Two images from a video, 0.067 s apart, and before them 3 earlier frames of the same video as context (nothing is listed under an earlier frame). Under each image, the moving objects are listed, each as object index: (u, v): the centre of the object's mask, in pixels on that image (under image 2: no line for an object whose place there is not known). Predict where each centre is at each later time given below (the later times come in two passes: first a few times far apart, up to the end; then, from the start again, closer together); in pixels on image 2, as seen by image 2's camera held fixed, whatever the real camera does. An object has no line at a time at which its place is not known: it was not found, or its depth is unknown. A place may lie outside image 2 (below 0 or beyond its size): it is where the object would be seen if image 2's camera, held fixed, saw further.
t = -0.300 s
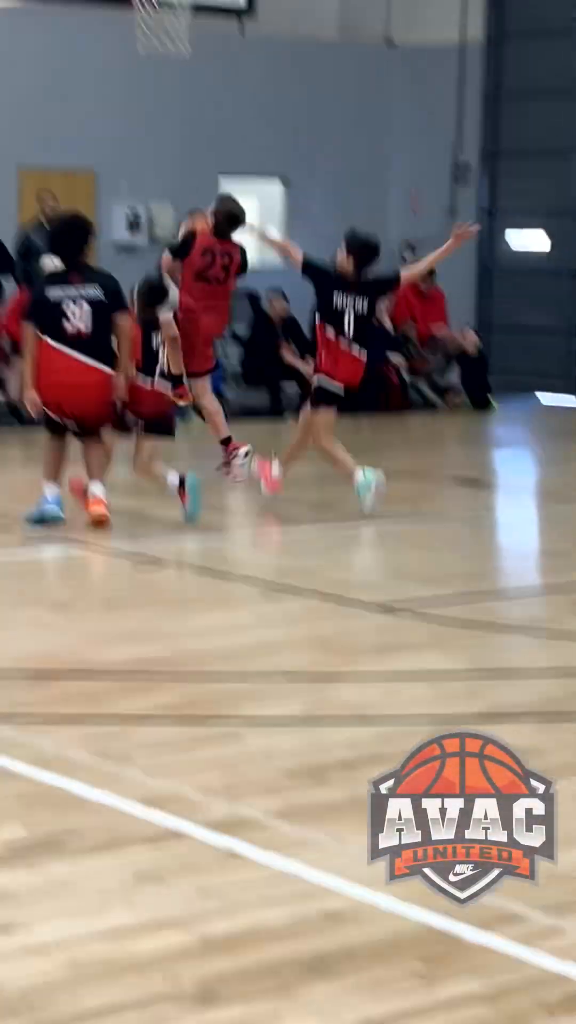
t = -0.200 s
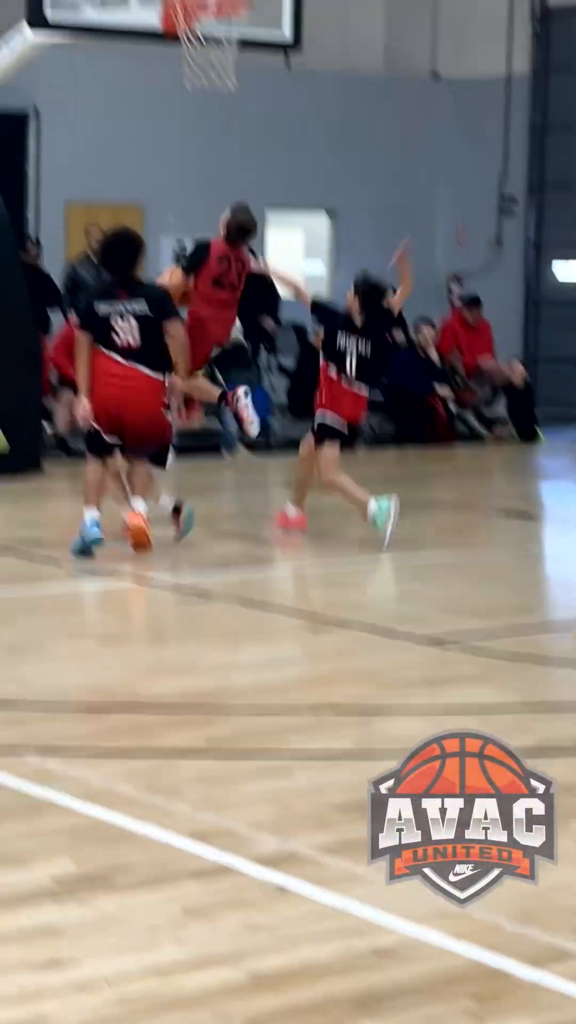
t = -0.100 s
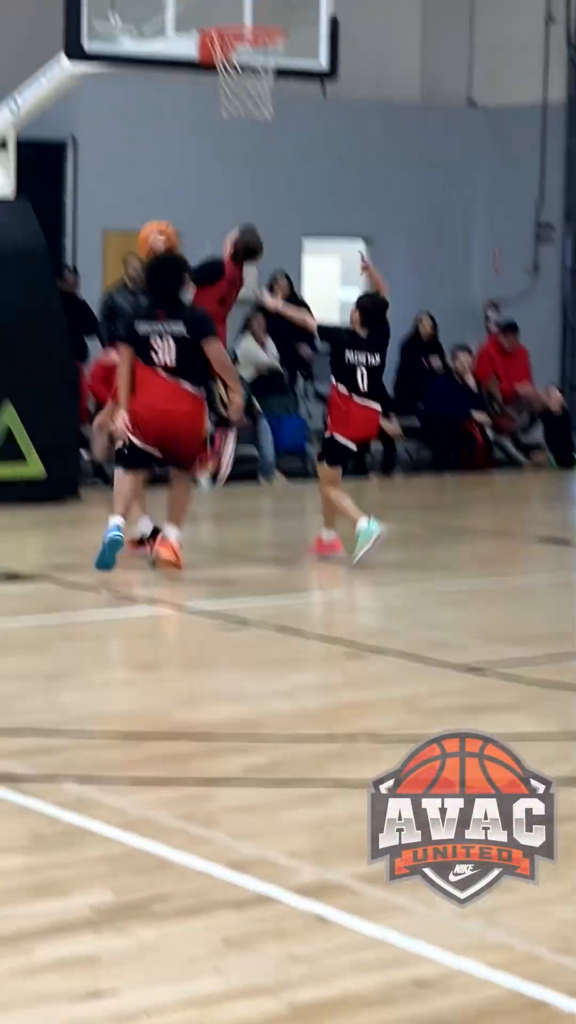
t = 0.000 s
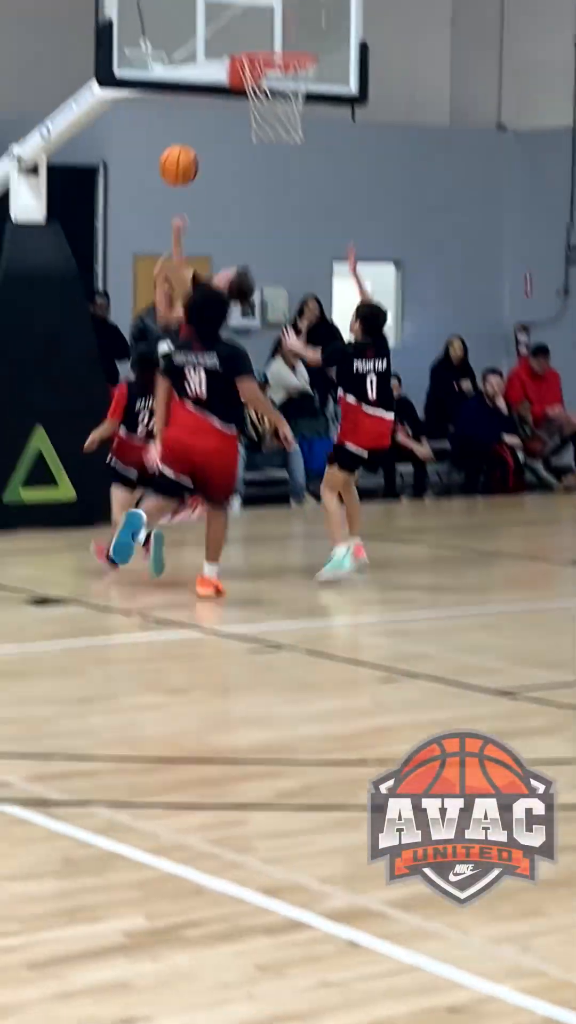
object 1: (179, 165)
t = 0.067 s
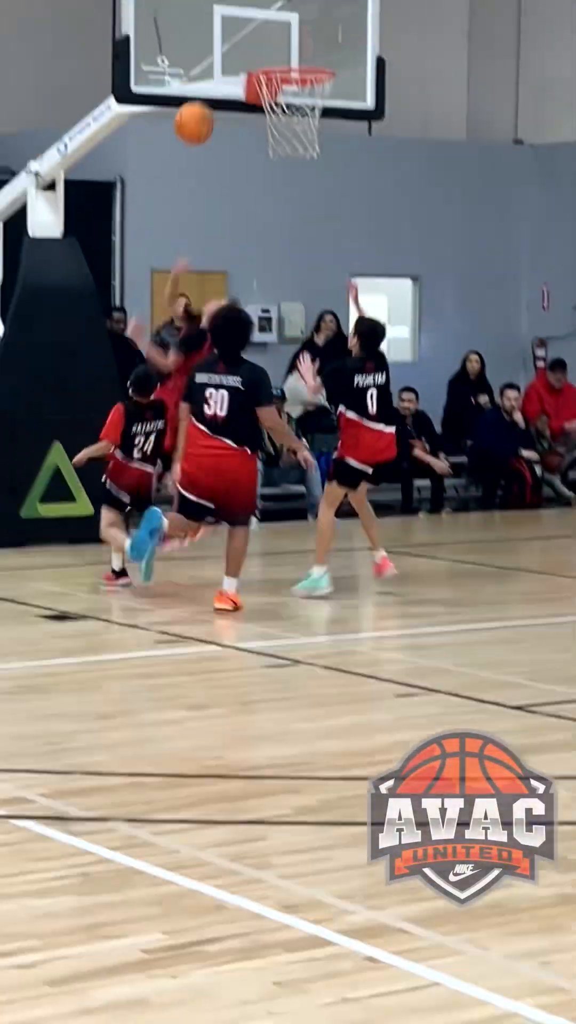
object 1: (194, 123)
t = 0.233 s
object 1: (188, 13)
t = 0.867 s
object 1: (201, 5)
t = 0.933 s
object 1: (204, 43)
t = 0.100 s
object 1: (192, 98)
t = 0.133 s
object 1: (191, 72)
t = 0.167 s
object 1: (190, 51)
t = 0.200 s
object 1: (189, 32)
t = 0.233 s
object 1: (188, 13)
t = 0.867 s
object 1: (201, 5)
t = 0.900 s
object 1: (203, 23)
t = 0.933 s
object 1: (204, 43)
